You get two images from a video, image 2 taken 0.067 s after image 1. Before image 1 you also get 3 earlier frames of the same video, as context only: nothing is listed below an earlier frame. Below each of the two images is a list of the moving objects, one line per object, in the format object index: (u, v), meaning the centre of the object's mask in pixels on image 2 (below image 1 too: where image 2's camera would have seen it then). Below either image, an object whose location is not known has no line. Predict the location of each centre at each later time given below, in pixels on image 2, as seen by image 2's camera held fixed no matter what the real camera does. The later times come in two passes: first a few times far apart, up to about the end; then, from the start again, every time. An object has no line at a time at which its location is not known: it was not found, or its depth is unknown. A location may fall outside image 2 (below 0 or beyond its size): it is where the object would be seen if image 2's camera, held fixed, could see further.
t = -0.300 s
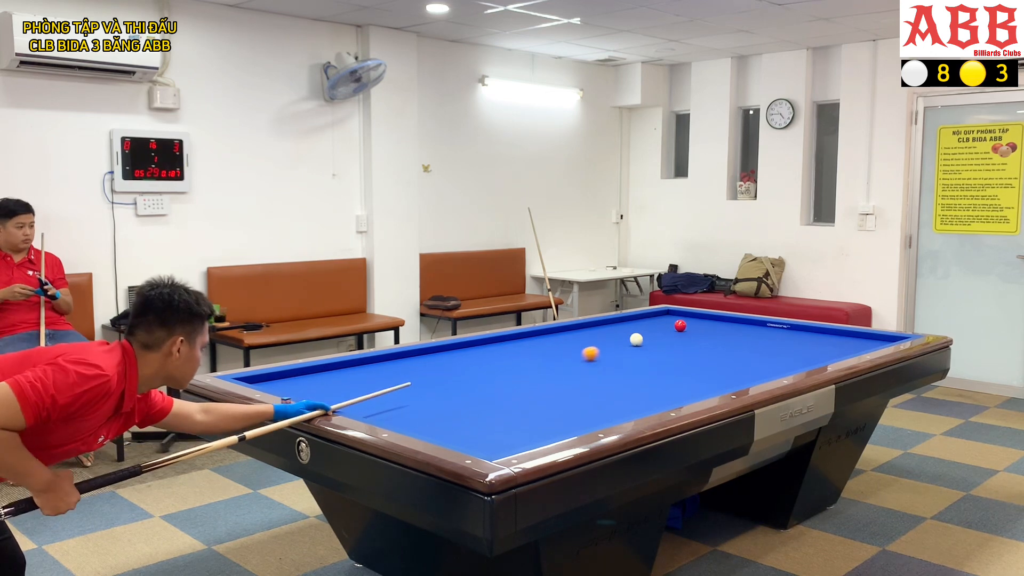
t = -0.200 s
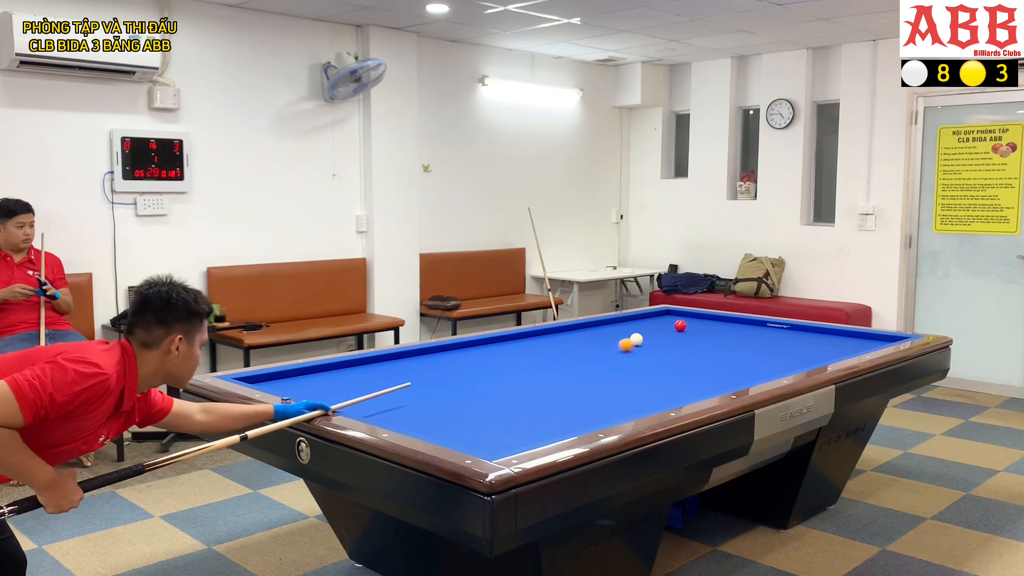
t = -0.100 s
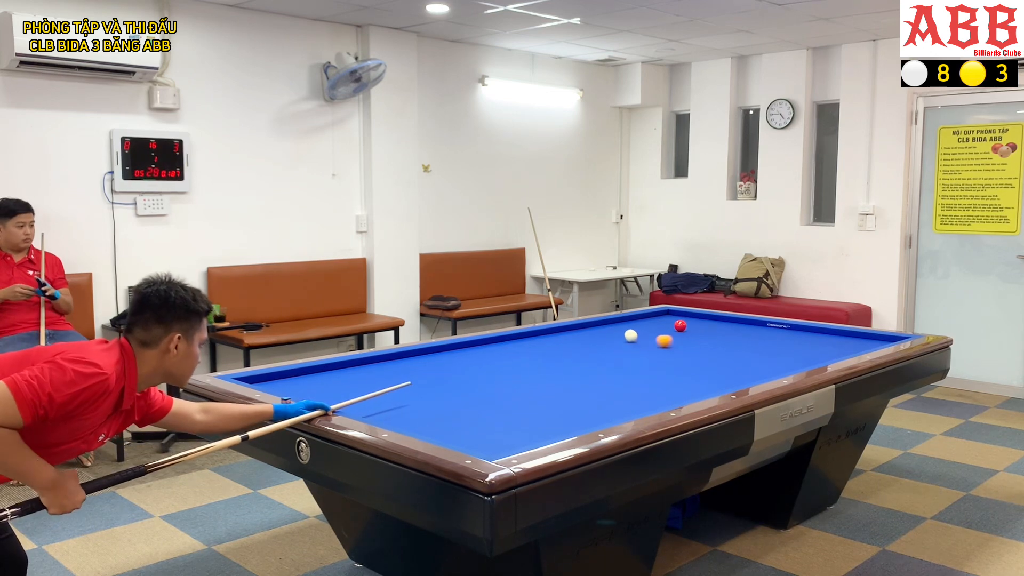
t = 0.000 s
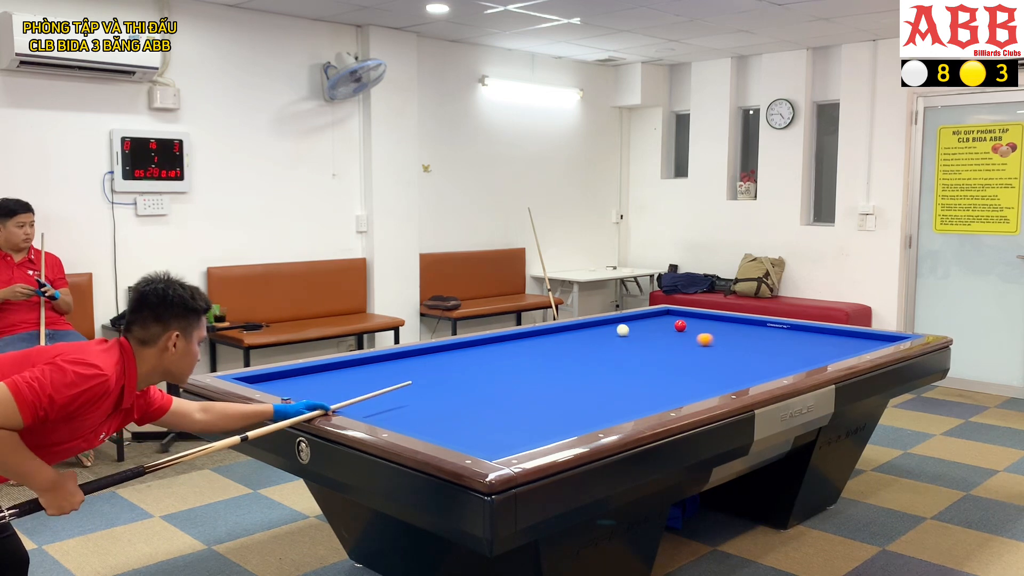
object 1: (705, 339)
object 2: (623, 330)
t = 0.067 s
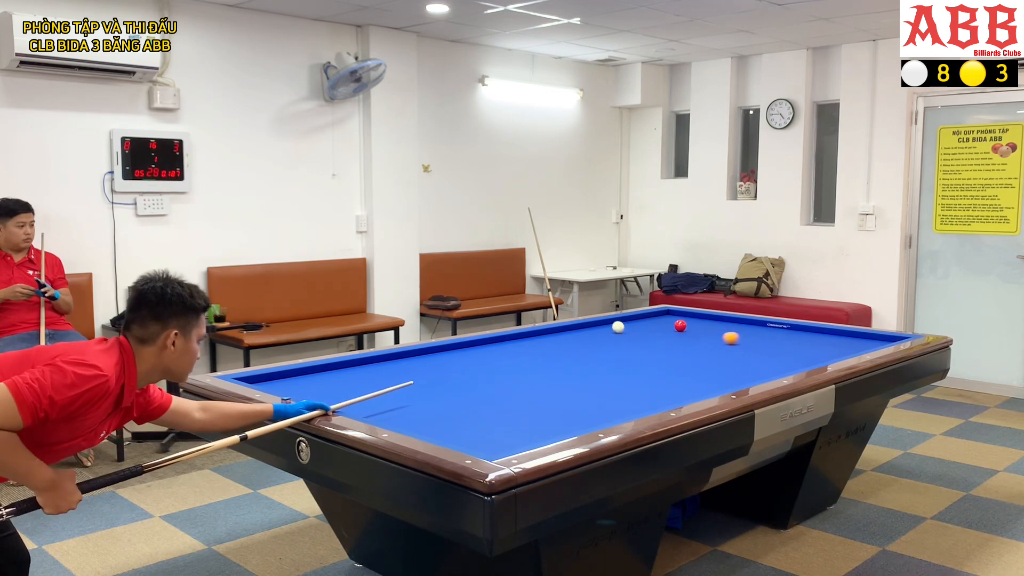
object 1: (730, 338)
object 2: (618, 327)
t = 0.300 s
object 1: (814, 332)
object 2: (620, 321)
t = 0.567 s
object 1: (813, 338)
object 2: (662, 321)
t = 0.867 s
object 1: (786, 348)
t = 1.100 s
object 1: (765, 356)
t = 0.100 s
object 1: (743, 337)
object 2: (616, 325)
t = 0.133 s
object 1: (755, 336)
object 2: (614, 324)
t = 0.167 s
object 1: (768, 336)
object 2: (612, 323)
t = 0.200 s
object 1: (779, 335)
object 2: (610, 322)
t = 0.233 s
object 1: (792, 334)
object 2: (608, 321)
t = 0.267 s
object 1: (803, 333)
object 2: (614, 320)
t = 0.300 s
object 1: (814, 332)
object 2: (620, 321)
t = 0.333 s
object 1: (825, 331)
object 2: (626, 321)
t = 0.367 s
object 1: (836, 330)
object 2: (631, 321)
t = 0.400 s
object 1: (835, 332)
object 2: (637, 321)
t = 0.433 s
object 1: (830, 333)
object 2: (642, 321)
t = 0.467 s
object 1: (826, 334)
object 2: (647, 321)
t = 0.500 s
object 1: (821, 335)
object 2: (652, 321)
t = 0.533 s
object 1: (817, 337)
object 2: (657, 321)
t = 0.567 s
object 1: (813, 338)
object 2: (662, 321)
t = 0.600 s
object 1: (810, 339)
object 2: (667, 321)
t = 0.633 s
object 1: (806, 340)
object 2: (672, 321)
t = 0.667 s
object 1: (803, 341)
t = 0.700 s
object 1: (800, 342)
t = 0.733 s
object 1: (797, 343)
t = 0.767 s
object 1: (795, 345)
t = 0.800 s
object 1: (792, 346)
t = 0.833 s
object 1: (789, 347)
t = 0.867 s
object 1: (786, 348)
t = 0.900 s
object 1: (783, 349)
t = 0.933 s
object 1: (780, 350)
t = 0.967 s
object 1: (777, 351)
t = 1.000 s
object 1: (774, 352)
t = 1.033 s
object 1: (771, 354)
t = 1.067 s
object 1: (768, 355)
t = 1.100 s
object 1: (765, 356)
